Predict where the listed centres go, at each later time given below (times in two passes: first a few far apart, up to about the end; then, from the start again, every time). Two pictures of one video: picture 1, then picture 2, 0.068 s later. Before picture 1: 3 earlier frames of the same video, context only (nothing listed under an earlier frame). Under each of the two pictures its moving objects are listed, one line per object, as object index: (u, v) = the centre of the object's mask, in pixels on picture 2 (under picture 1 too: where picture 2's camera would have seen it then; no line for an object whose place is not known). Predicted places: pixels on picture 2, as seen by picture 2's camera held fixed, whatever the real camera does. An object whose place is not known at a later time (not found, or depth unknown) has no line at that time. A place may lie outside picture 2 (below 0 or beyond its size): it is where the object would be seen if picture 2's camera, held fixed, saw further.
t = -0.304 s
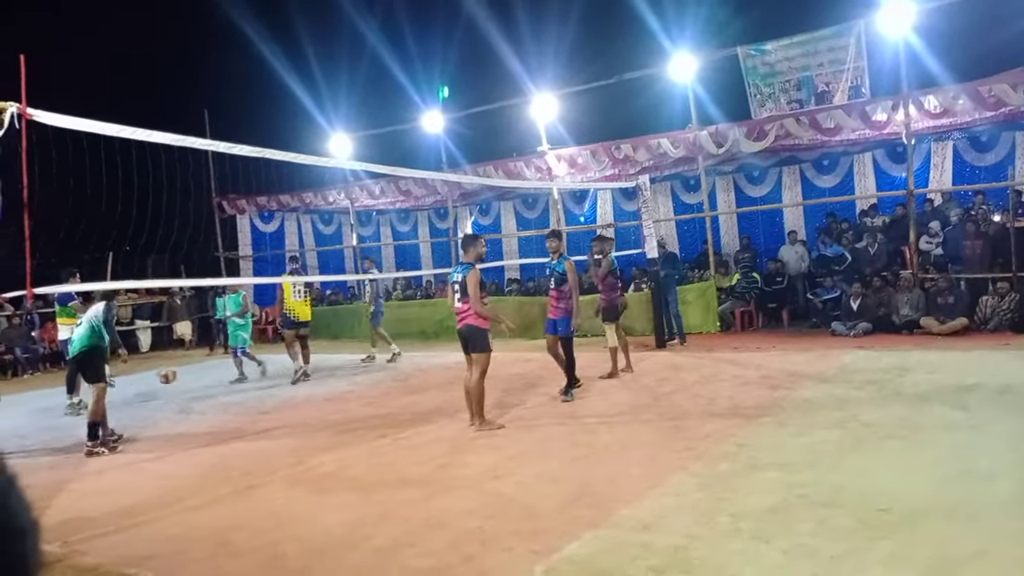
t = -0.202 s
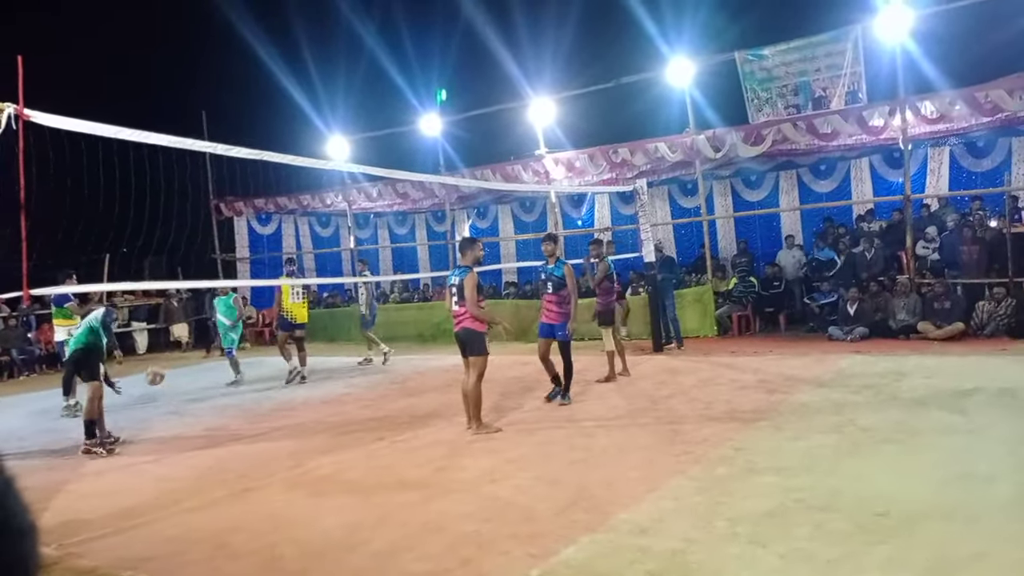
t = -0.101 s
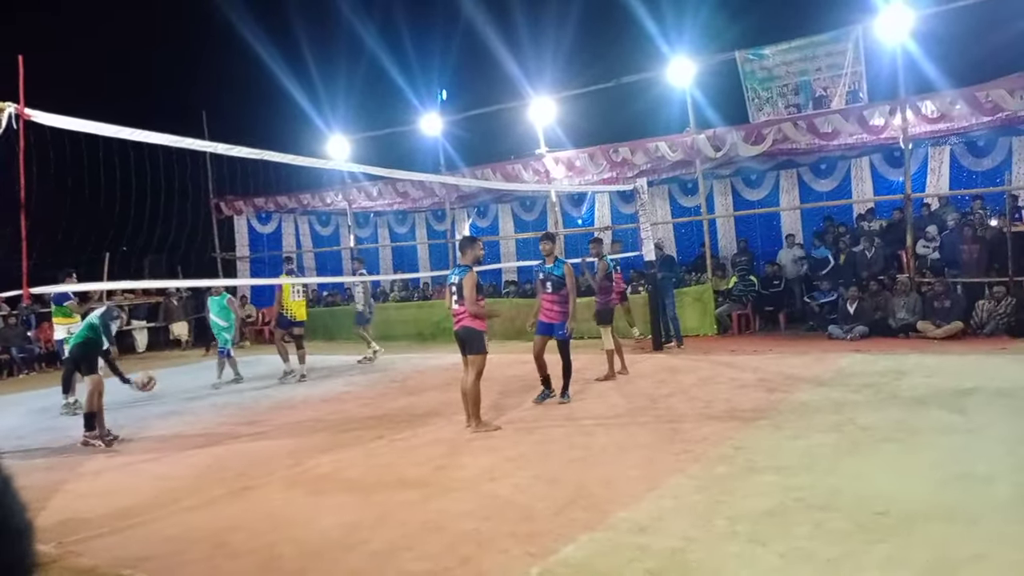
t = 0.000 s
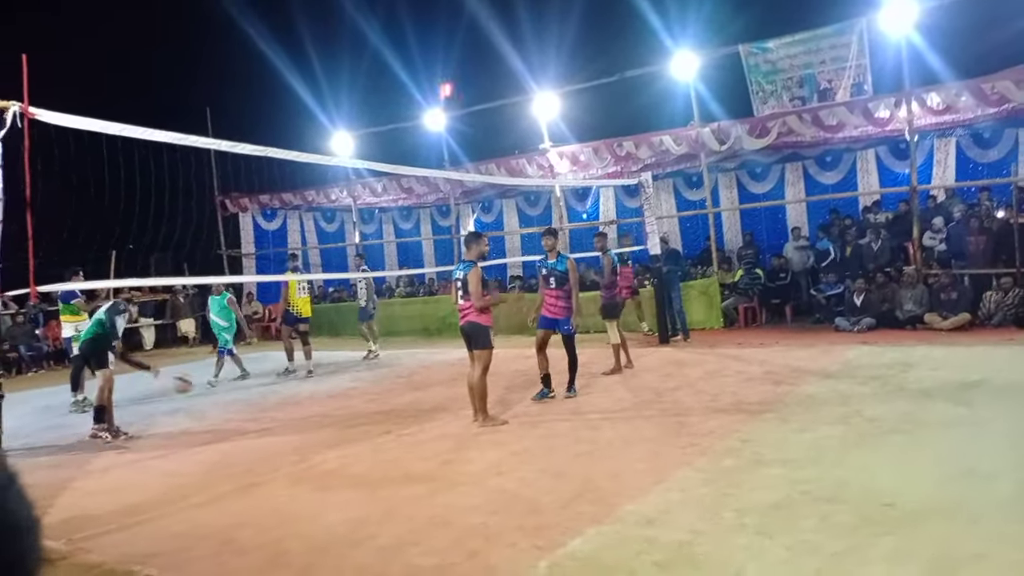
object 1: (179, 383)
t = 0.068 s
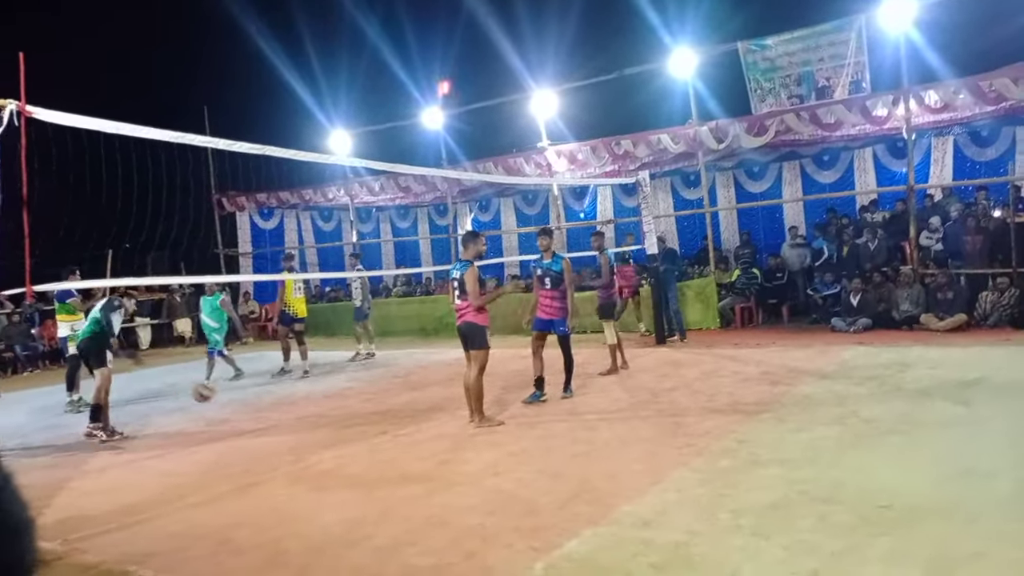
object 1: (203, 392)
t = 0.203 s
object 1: (260, 428)
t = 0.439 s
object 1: (332, 401)
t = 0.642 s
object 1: (409, 428)
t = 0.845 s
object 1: (489, 422)
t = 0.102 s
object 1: (215, 401)
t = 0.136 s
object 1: (229, 409)
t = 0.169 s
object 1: (245, 417)
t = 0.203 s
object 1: (260, 428)
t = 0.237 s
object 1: (272, 425)
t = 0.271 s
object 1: (279, 417)
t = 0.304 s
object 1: (289, 412)
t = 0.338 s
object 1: (300, 407)
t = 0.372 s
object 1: (309, 404)
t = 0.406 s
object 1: (320, 401)
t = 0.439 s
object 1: (332, 401)
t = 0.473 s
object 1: (345, 401)
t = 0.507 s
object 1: (357, 404)
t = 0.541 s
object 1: (370, 408)
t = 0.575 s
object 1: (384, 413)
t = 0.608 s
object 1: (394, 418)
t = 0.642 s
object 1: (409, 428)
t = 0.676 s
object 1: (425, 438)
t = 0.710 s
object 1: (440, 446)
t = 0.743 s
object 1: (449, 438)
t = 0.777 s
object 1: (462, 434)
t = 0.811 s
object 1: (477, 425)
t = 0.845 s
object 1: (489, 422)
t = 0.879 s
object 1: (503, 422)
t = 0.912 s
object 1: (519, 420)
